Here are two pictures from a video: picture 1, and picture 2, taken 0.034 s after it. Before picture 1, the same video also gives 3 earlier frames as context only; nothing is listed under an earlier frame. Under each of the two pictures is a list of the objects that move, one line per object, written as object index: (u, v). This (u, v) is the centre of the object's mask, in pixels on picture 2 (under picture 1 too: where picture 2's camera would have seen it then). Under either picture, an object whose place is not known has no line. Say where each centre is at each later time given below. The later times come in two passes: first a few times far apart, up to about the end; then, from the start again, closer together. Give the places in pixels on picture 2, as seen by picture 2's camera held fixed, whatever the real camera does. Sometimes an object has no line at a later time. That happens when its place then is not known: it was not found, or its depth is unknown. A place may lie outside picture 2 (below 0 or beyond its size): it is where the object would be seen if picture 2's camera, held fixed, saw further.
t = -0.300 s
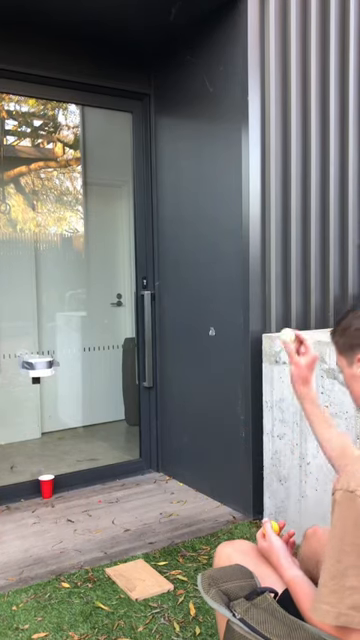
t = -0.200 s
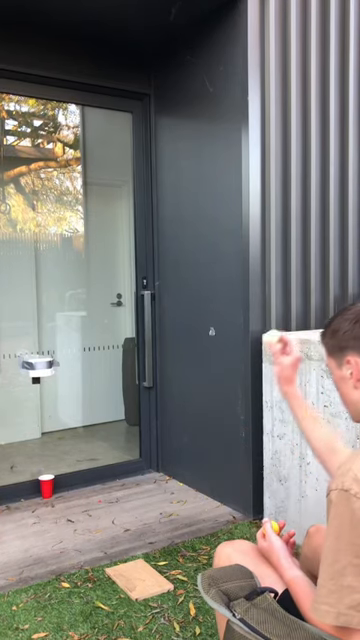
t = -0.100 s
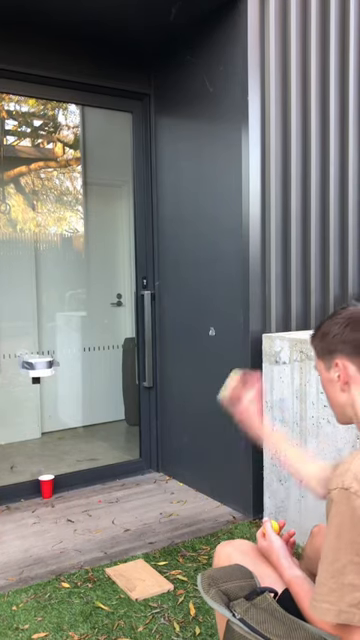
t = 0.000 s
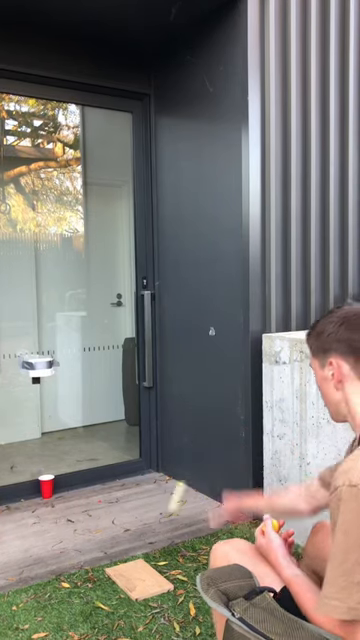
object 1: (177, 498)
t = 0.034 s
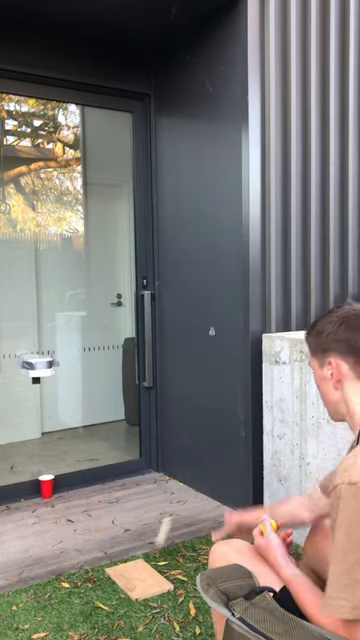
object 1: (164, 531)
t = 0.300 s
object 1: (103, 383)
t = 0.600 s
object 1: (60, 339)
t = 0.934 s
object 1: (44, 470)
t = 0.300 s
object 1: (103, 383)
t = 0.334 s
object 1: (97, 368)
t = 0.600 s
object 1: (60, 339)
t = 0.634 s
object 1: (56, 345)
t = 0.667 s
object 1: (53, 354)
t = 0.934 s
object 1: (44, 470)
